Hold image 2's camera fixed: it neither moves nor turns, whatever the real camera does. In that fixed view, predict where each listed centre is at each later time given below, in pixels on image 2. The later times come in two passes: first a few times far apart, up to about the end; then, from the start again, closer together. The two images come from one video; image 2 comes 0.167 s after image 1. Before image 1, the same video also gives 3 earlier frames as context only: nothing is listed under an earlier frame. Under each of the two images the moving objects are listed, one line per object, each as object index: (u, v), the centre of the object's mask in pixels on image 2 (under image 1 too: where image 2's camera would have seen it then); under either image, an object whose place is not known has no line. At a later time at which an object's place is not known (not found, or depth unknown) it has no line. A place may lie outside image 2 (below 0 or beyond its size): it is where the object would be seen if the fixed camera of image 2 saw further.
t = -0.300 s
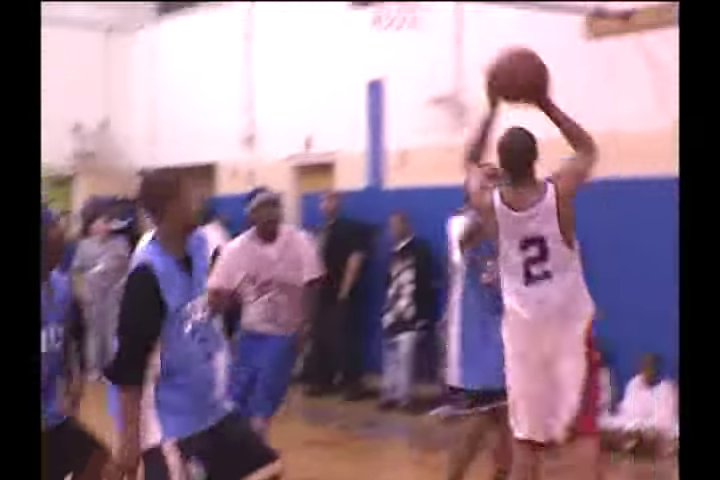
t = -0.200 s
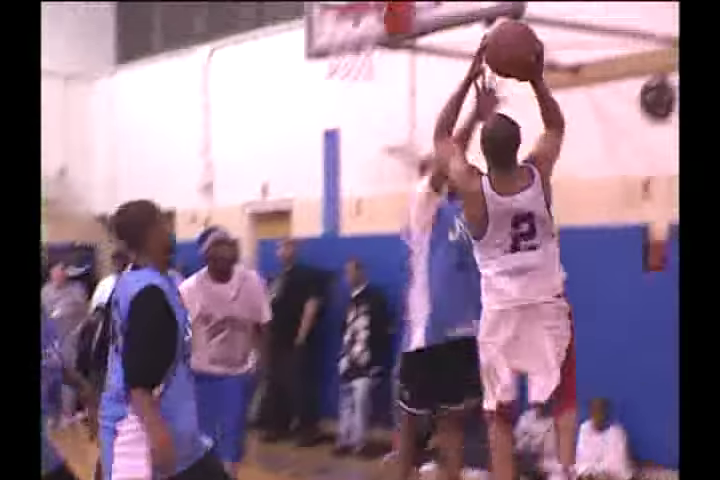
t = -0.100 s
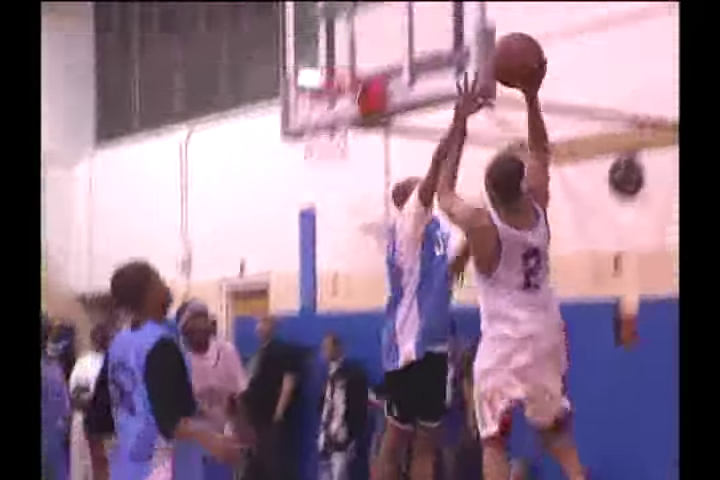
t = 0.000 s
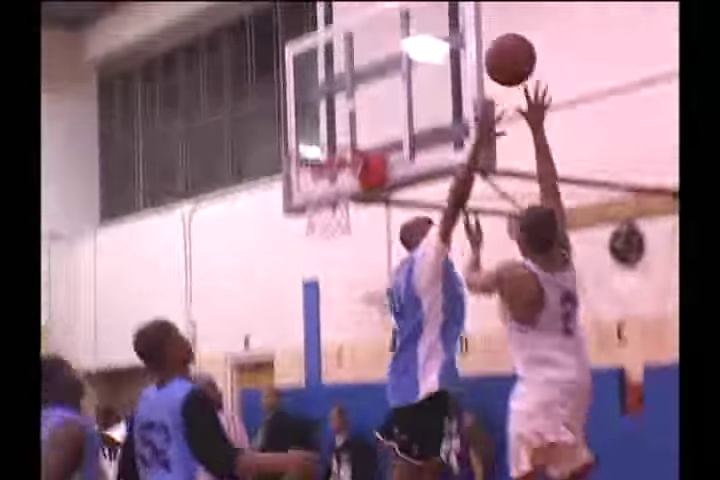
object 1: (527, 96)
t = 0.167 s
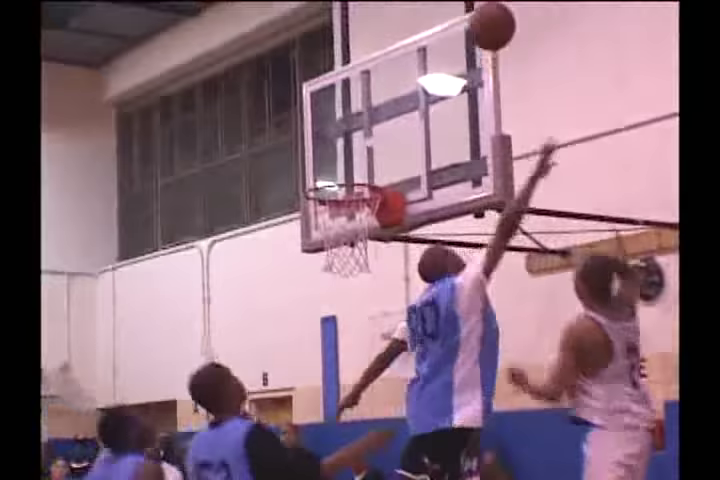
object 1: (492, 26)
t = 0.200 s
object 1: (487, 20)
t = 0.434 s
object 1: (451, 33)
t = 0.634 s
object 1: (387, 80)
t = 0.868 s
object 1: (331, 163)
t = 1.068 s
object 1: (317, 170)
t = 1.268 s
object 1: (325, 183)
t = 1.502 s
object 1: (348, 234)
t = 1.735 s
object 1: (370, 356)
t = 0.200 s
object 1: (487, 20)
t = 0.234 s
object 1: (480, 17)
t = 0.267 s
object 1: (474, 17)
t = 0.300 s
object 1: (469, 19)
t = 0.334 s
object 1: (464, 23)
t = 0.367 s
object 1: (460, 26)
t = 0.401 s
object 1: (455, 29)
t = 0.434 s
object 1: (451, 33)
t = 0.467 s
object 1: (440, 36)
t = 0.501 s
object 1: (428, 41)
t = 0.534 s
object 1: (418, 48)
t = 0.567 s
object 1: (408, 57)
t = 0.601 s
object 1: (397, 68)
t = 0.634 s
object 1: (387, 80)
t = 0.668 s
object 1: (376, 94)
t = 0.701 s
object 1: (365, 111)
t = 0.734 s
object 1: (357, 130)
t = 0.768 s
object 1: (347, 151)
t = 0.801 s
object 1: (337, 168)
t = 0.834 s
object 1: (334, 165)
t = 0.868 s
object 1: (331, 163)
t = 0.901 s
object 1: (327, 162)
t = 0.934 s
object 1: (324, 164)
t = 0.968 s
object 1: (321, 166)
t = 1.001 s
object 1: (318, 170)
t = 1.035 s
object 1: (316, 171)
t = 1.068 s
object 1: (317, 170)
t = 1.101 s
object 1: (317, 171)
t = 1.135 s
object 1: (318, 172)
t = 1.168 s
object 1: (319, 175)
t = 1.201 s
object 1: (320, 176)
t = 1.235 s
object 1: (322, 181)
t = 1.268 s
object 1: (325, 183)
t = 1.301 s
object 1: (328, 186)
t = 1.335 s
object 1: (331, 190)
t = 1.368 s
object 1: (333, 195)
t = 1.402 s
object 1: (338, 203)
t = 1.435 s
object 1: (341, 211)
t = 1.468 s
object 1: (345, 224)
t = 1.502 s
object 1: (348, 234)
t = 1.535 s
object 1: (351, 246)
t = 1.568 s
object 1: (354, 259)
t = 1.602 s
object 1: (357, 275)
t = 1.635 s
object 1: (360, 292)
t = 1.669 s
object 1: (363, 311)
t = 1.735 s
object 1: (370, 356)
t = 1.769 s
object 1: (373, 380)
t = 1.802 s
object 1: (376, 405)
